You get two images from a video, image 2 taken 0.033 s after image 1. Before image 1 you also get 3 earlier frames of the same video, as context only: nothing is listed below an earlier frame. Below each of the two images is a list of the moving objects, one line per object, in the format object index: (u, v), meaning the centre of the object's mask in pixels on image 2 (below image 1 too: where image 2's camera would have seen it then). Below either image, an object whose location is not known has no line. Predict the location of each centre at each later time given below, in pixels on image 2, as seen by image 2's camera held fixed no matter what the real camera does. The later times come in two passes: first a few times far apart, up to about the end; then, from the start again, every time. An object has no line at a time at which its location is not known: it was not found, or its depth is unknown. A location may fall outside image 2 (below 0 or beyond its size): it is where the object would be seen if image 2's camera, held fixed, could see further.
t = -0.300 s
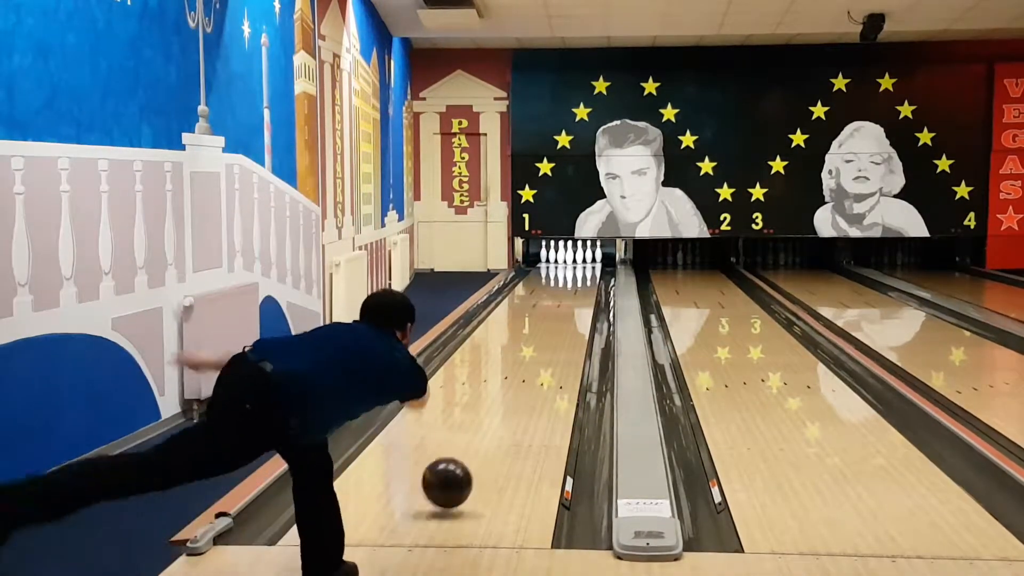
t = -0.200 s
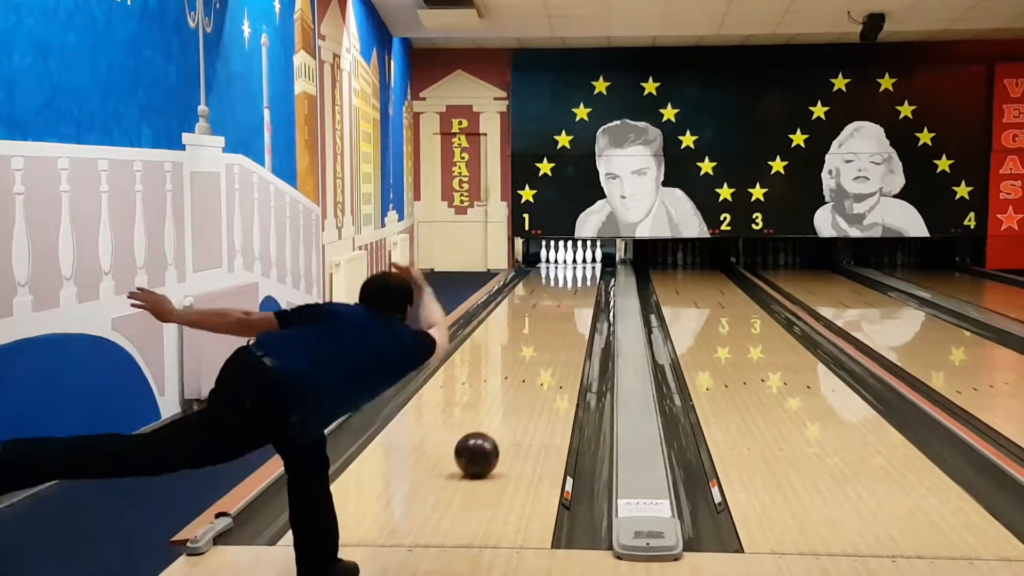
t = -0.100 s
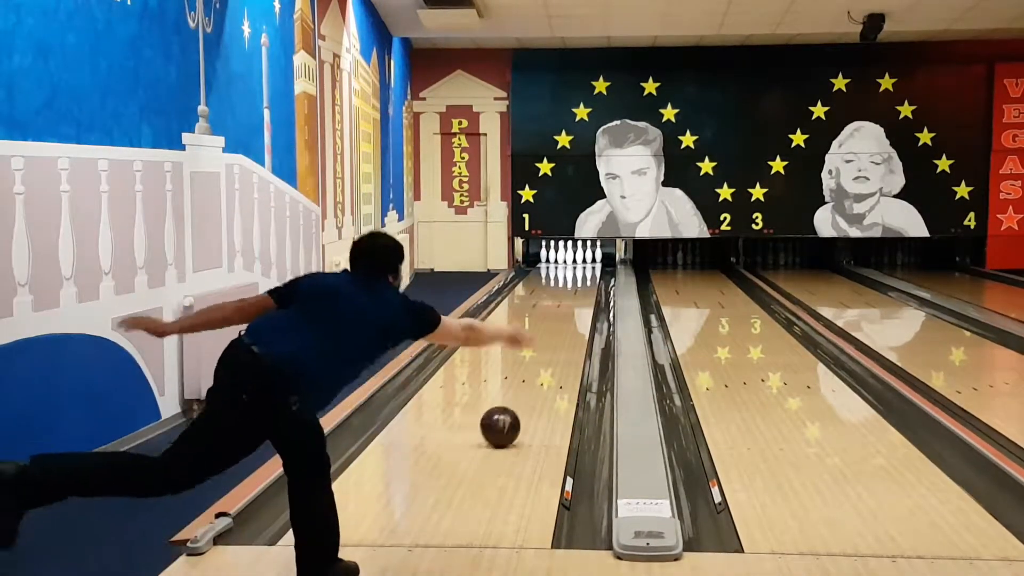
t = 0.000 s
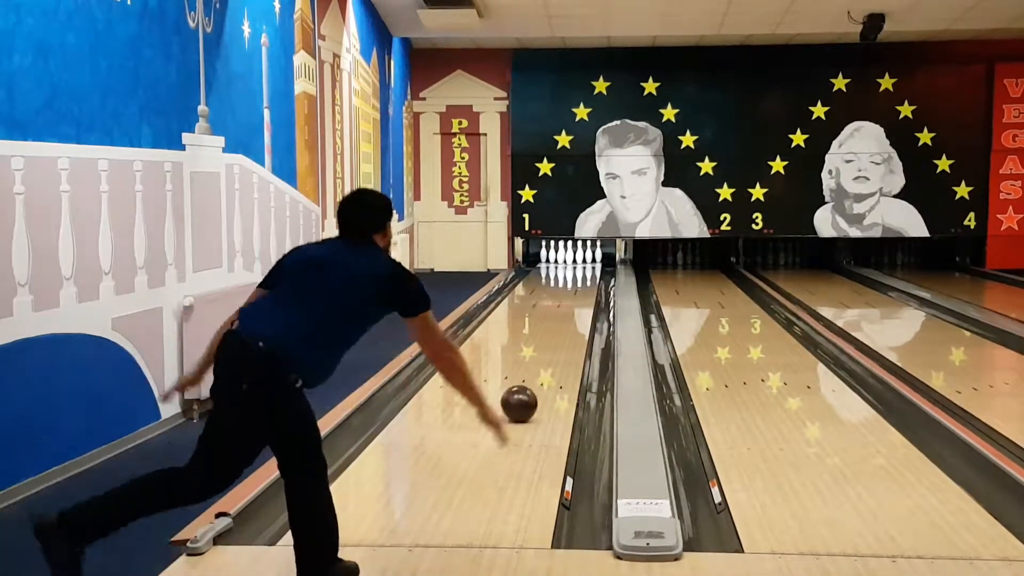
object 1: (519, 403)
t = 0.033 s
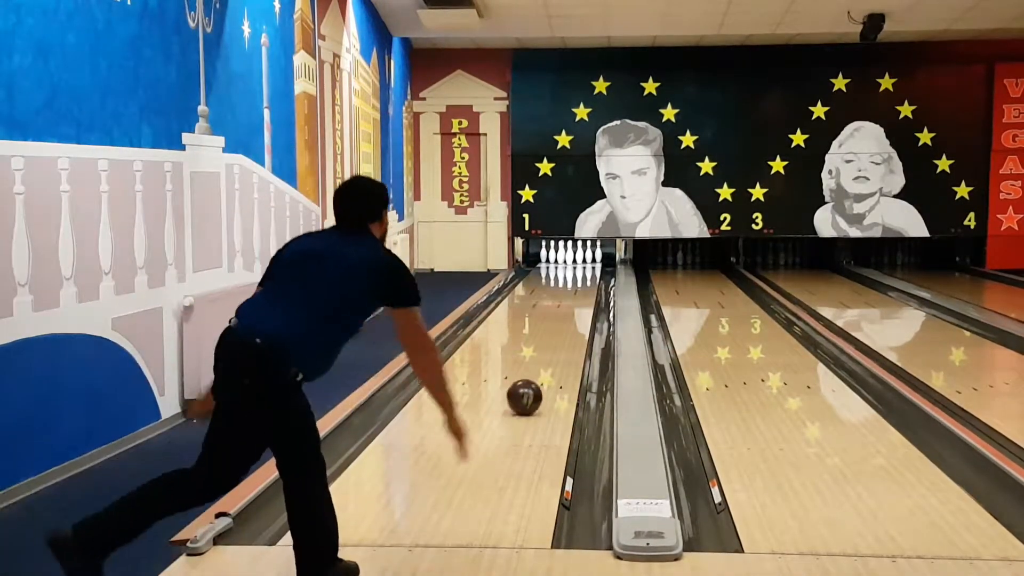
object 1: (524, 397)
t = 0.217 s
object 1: (549, 367)
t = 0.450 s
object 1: (570, 338)
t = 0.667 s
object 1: (583, 319)
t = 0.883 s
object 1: (592, 305)
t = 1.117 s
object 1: (599, 293)
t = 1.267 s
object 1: (606, 289)
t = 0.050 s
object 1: (527, 394)
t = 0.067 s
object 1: (530, 391)
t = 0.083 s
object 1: (532, 388)
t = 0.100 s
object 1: (534, 385)
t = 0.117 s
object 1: (537, 382)
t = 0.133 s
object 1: (539, 379)
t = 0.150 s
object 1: (541, 376)
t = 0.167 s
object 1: (543, 374)
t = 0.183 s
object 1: (545, 371)
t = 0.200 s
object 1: (547, 369)
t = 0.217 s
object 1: (549, 367)
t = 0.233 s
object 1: (551, 364)
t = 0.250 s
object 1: (553, 362)
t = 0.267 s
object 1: (555, 360)
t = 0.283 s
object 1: (556, 358)
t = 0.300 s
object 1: (558, 355)
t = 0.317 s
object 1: (559, 353)
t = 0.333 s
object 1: (561, 351)
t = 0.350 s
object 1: (562, 349)
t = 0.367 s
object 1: (564, 348)
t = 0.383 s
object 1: (565, 346)
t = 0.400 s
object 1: (566, 344)
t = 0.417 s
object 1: (568, 342)
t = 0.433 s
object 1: (569, 340)
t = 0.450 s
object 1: (570, 338)
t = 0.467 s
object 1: (571, 337)
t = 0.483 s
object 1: (573, 335)
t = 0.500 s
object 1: (574, 334)
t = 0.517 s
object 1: (575, 332)
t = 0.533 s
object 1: (576, 331)
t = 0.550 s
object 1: (577, 329)
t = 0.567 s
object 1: (578, 328)
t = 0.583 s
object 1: (579, 326)
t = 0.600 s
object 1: (579, 325)
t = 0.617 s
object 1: (580, 324)
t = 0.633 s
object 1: (581, 322)
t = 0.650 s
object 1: (582, 321)
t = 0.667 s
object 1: (583, 319)
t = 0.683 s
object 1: (583, 318)
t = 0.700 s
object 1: (584, 317)
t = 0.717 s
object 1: (585, 316)
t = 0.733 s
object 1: (586, 314)
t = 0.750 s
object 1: (586, 313)
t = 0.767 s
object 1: (587, 312)
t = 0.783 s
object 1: (588, 311)
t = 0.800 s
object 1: (589, 310)
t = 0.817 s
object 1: (589, 309)
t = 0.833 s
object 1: (589, 308)
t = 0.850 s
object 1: (590, 306)
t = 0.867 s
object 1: (591, 306)
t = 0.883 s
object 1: (592, 305)
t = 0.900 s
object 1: (592, 304)
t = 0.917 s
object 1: (592, 302)
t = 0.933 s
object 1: (593, 301)
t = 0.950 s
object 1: (594, 301)
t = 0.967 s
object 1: (594, 300)
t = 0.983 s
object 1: (594, 299)
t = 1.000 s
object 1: (595, 298)
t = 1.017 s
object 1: (595, 297)
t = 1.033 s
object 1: (596, 296)
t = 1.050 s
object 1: (597, 295)
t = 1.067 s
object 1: (597, 295)
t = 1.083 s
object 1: (598, 294)
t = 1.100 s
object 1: (599, 293)
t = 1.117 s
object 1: (599, 293)
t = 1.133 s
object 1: (600, 293)
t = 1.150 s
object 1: (601, 292)
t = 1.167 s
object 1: (602, 292)
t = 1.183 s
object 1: (603, 292)
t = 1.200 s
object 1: (604, 292)
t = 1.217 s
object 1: (606, 291)
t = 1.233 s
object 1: (606, 291)
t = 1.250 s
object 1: (606, 290)
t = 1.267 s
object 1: (606, 289)
